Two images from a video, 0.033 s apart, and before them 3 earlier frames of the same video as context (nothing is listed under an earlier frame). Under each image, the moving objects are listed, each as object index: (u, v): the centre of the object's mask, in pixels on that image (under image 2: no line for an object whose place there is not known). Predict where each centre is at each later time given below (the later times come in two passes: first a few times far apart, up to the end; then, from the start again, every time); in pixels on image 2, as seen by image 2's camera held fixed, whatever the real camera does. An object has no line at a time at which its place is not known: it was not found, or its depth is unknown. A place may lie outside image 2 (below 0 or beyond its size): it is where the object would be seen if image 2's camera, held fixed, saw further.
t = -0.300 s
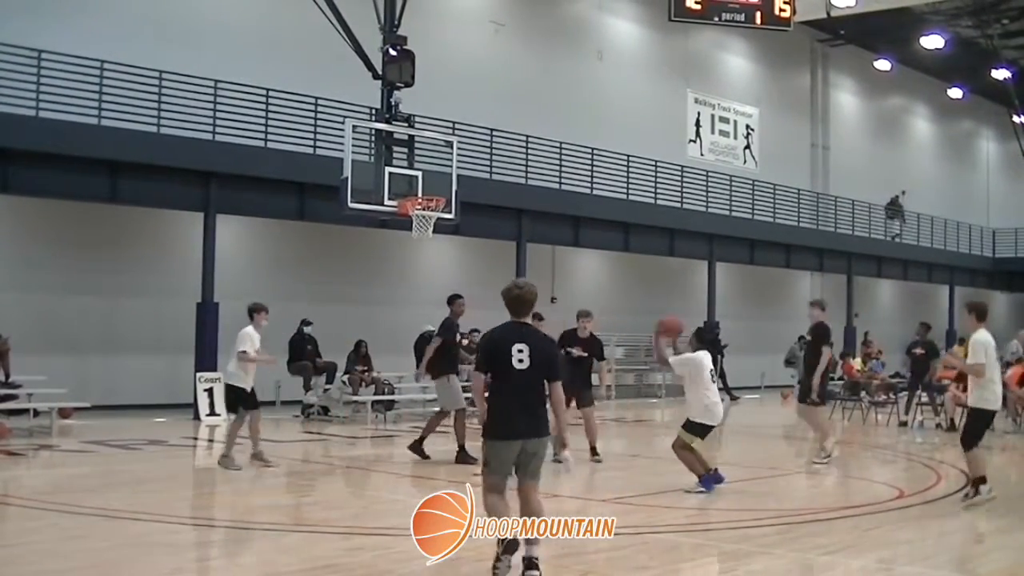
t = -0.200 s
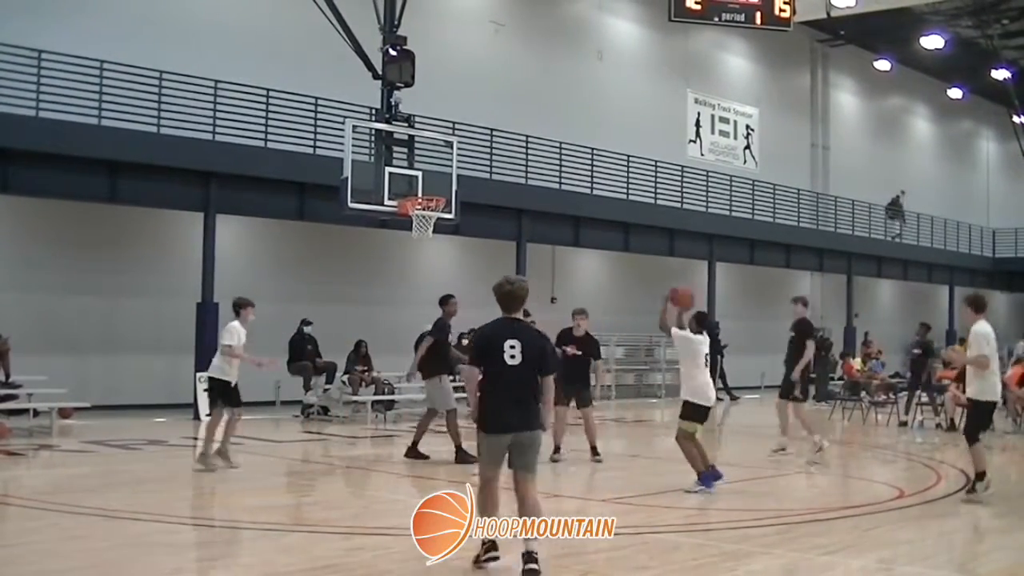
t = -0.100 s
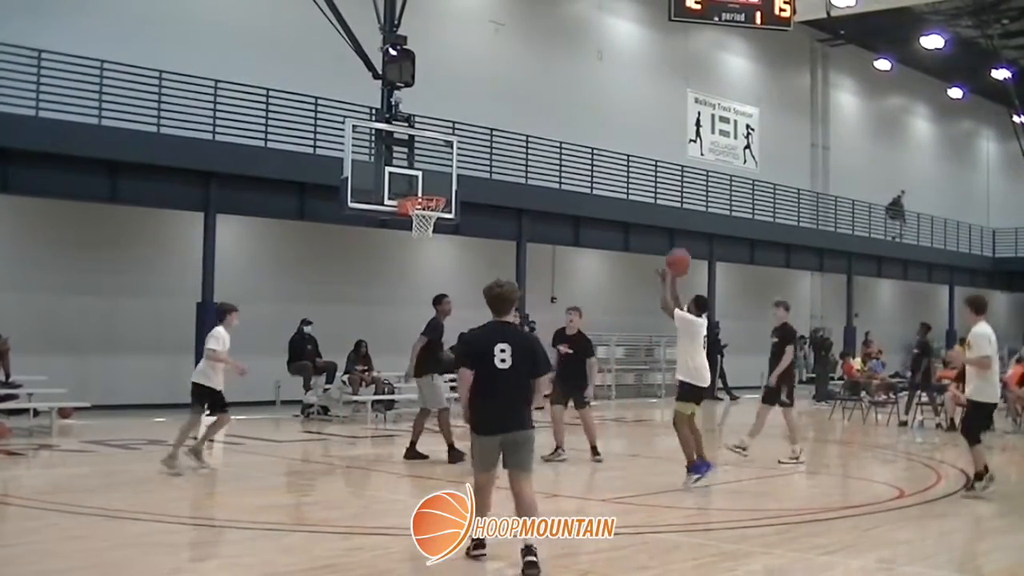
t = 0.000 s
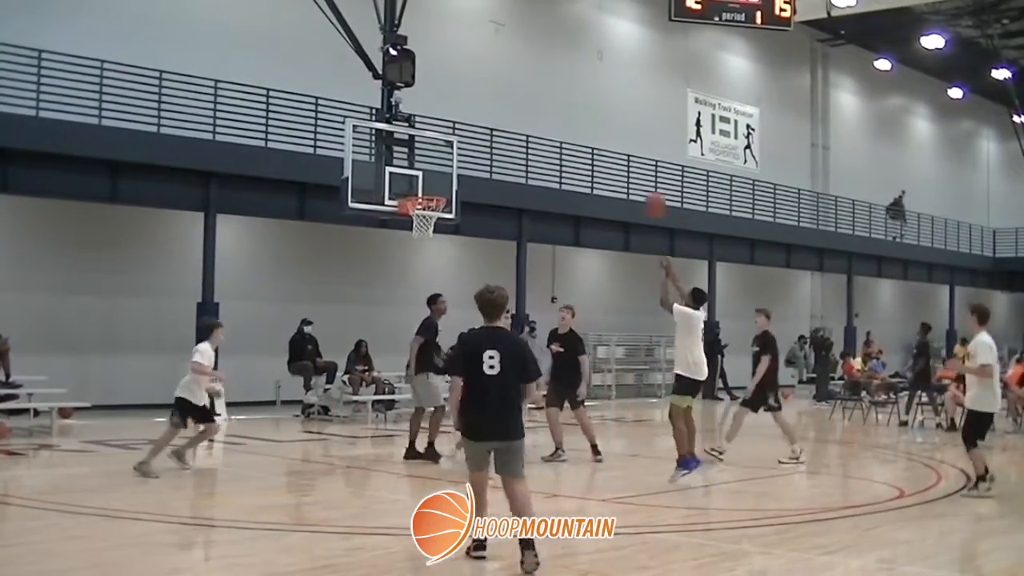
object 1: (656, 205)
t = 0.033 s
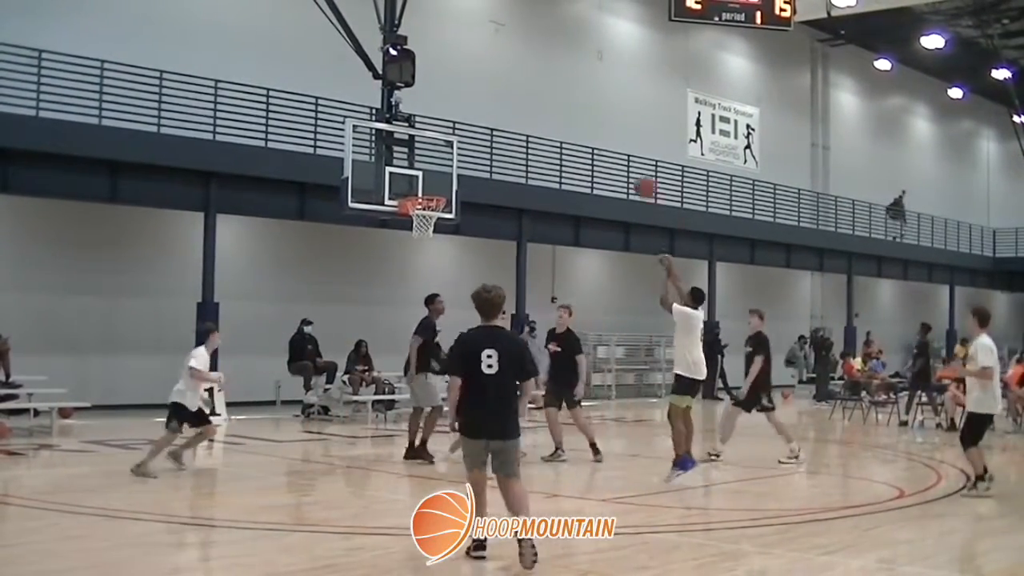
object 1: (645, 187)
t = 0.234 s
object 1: (593, 109)
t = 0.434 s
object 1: (545, 75)
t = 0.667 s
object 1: (494, 80)
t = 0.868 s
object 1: (454, 119)
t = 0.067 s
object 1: (637, 170)
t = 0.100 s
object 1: (627, 155)
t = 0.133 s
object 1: (619, 142)
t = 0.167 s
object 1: (610, 130)
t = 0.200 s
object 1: (602, 119)
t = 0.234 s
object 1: (593, 109)
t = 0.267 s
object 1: (585, 101)
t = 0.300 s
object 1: (577, 93)
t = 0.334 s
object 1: (569, 87)
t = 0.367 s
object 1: (561, 82)
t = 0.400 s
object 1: (553, 78)
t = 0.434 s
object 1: (545, 75)
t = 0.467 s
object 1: (538, 72)
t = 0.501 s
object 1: (531, 71)
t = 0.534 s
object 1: (523, 71)
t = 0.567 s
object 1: (516, 72)
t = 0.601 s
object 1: (508, 74)
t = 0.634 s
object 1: (501, 76)
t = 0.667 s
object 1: (494, 80)
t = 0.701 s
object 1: (487, 84)
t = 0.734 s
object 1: (480, 89)
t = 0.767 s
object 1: (474, 96)
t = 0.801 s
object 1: (467, 103)
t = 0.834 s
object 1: (461, 111)
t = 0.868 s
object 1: (454, 119)
